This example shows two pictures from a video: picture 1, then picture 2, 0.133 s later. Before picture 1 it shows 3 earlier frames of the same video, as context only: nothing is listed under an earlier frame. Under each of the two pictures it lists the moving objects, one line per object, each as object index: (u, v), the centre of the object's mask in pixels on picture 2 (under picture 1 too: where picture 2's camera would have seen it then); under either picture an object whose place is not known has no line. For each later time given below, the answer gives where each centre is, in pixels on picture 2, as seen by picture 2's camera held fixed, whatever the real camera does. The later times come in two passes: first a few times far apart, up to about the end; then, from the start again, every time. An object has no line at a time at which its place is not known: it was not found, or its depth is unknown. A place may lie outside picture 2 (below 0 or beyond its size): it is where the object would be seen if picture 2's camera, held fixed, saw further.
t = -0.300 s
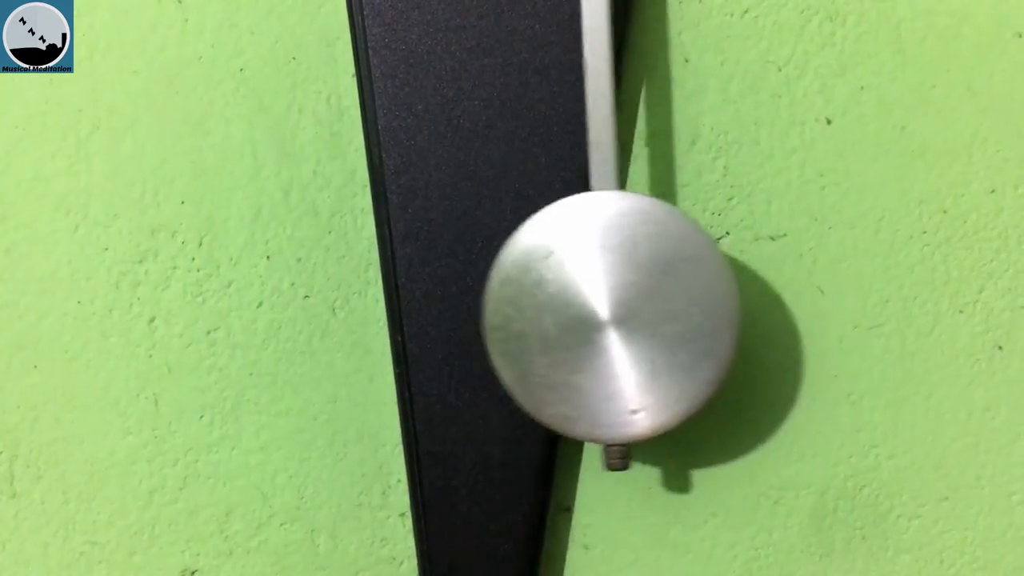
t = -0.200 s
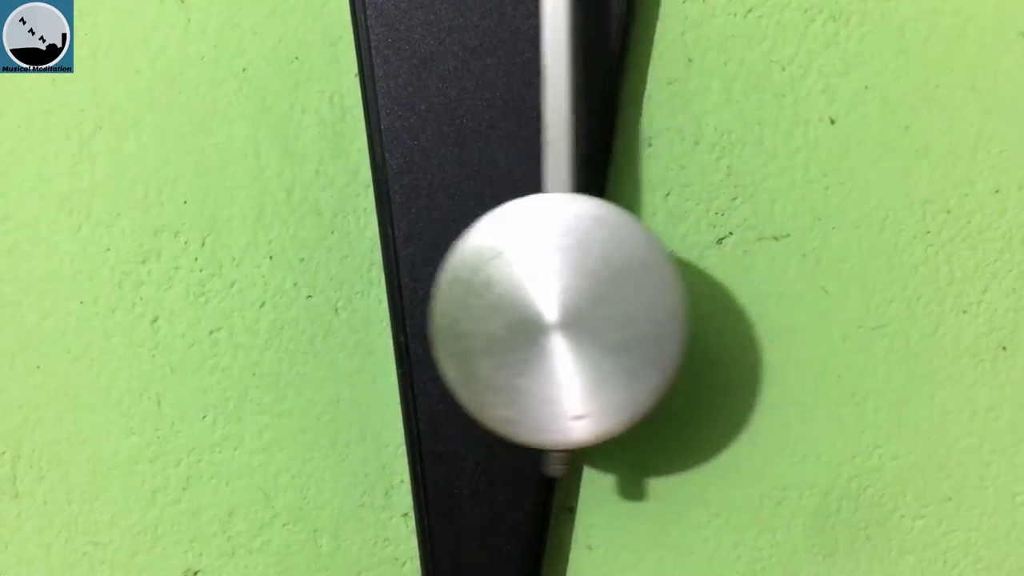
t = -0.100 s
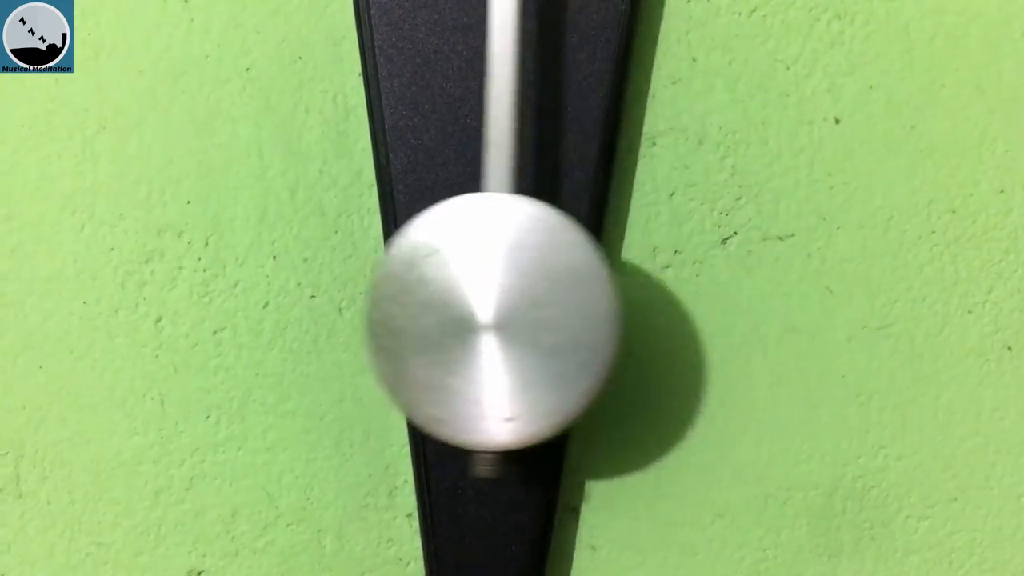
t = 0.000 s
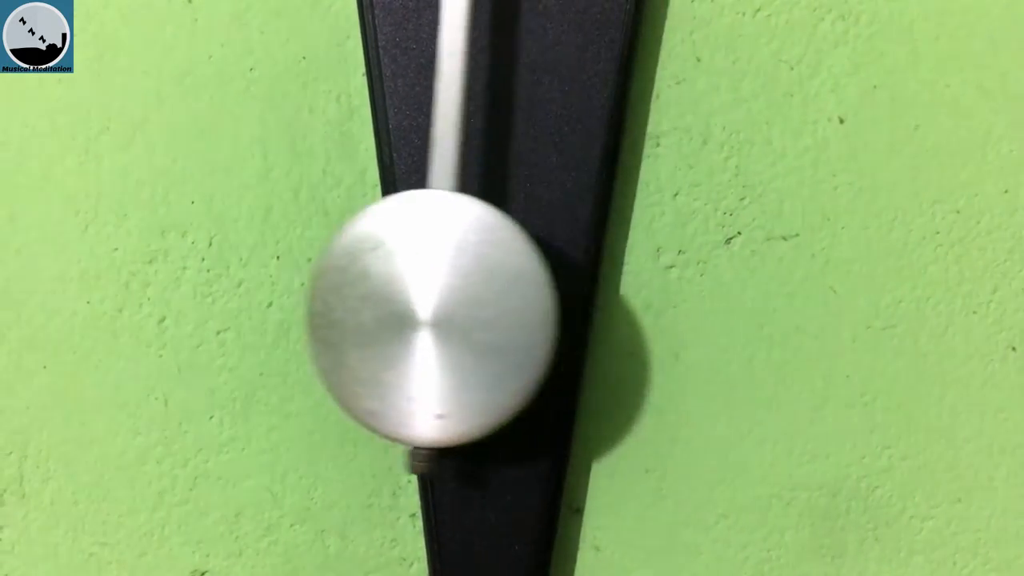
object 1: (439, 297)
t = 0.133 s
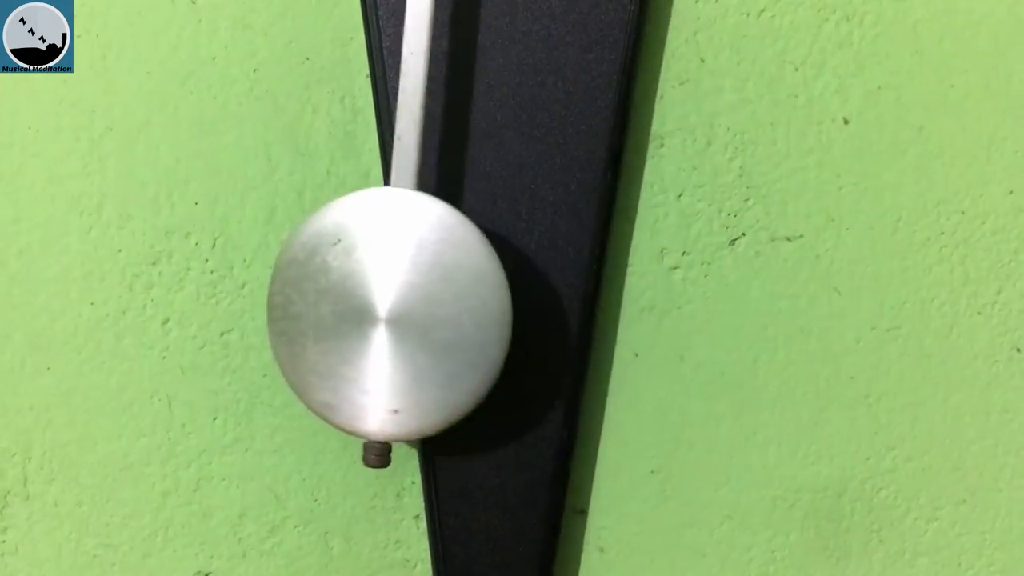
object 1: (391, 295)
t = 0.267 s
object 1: (408, 292)
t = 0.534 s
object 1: (566, 296)
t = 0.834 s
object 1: (639, 299)
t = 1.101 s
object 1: (489, 293)
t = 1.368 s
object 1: (401, 291)
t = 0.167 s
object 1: (389, 294)
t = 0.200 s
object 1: (392, 294)
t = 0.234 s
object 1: (398, 293)
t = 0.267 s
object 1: (408, 292)
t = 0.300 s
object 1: (422, 291)
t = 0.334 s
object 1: (438, 292)
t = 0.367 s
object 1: (457, 293)
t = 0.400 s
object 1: (477, 294)
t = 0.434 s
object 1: (499, 294)
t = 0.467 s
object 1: (522, 296)
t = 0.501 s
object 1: (544, 295)
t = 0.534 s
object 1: (566, 296)
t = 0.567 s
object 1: (587, 296)
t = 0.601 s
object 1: (606, 297)
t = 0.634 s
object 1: (622, 297)
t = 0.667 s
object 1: (635, 298)
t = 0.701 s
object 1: (644, 298)
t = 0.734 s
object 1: (650, 299)
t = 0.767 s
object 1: (650, 299)
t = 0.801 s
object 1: (647, 299)
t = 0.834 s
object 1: (639, 299)
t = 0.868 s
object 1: (627, 299)
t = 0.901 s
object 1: (612, 298)
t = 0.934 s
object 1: (594, 297)
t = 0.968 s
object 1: (575, 296)
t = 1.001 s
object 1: (553, 296)
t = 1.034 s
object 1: (531, 294)
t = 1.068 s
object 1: (511, 294)
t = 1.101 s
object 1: (489, 293)
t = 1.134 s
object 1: (470, 292)
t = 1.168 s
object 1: (451, 291)
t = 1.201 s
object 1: (434, 290)
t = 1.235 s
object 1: (421, 290)
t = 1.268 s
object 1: (411, 290)
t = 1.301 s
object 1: (404, 290)
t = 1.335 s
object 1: (401, 290)
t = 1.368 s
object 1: (401, 291)
